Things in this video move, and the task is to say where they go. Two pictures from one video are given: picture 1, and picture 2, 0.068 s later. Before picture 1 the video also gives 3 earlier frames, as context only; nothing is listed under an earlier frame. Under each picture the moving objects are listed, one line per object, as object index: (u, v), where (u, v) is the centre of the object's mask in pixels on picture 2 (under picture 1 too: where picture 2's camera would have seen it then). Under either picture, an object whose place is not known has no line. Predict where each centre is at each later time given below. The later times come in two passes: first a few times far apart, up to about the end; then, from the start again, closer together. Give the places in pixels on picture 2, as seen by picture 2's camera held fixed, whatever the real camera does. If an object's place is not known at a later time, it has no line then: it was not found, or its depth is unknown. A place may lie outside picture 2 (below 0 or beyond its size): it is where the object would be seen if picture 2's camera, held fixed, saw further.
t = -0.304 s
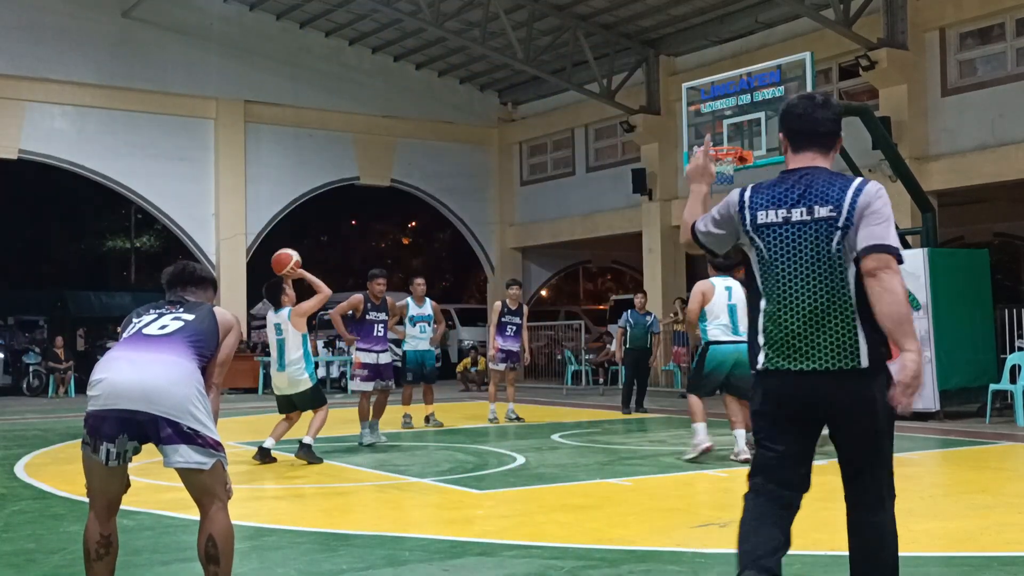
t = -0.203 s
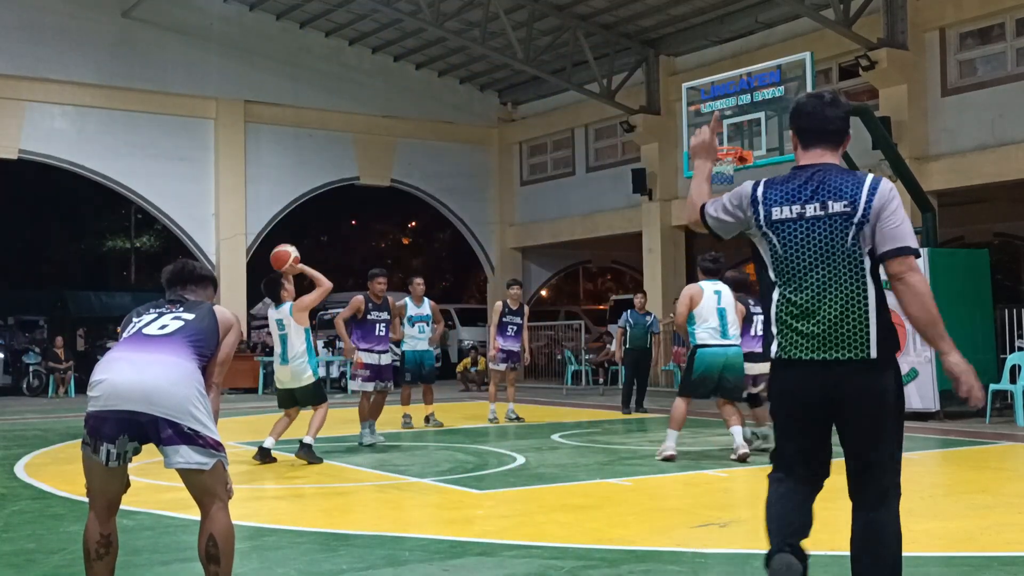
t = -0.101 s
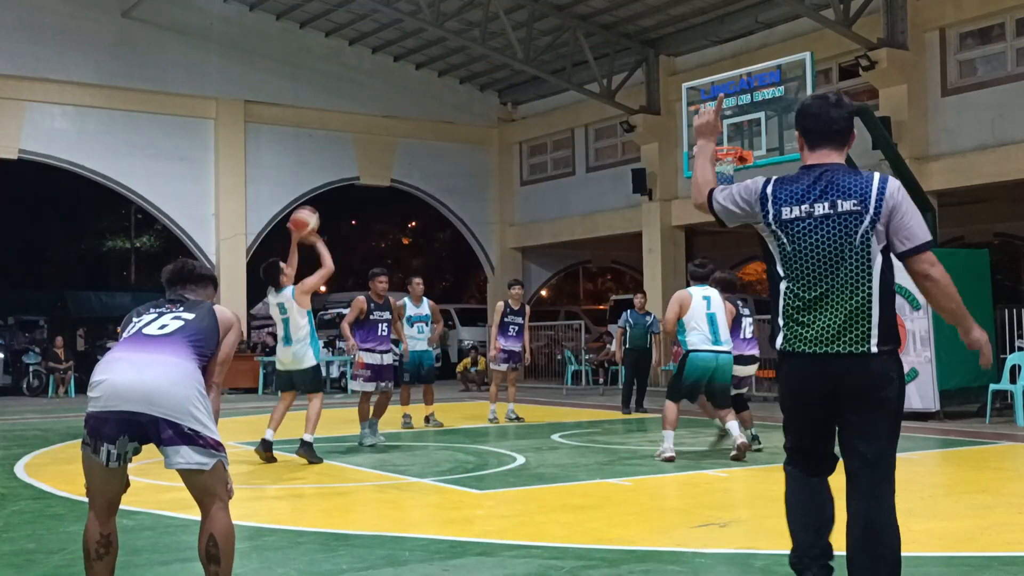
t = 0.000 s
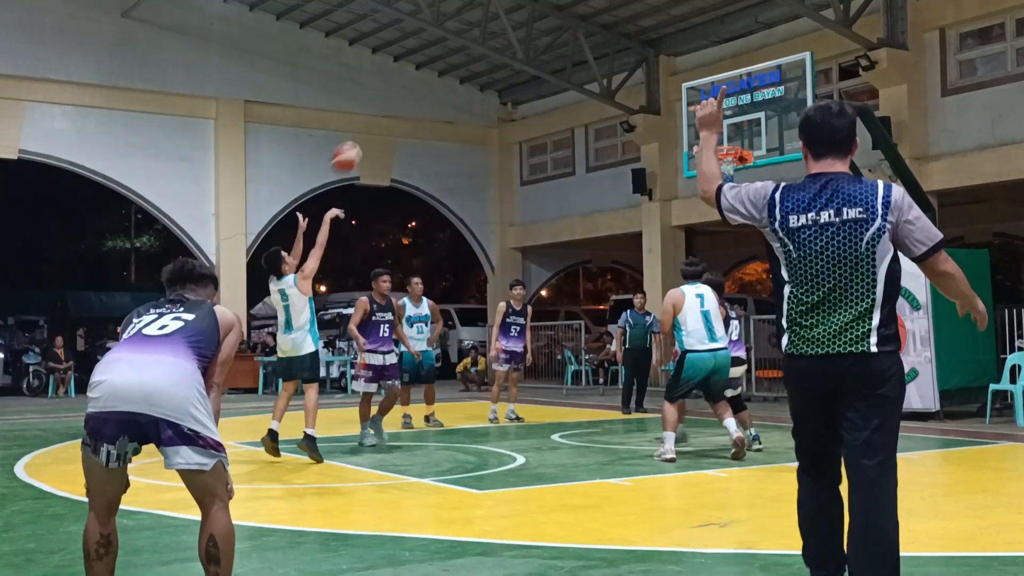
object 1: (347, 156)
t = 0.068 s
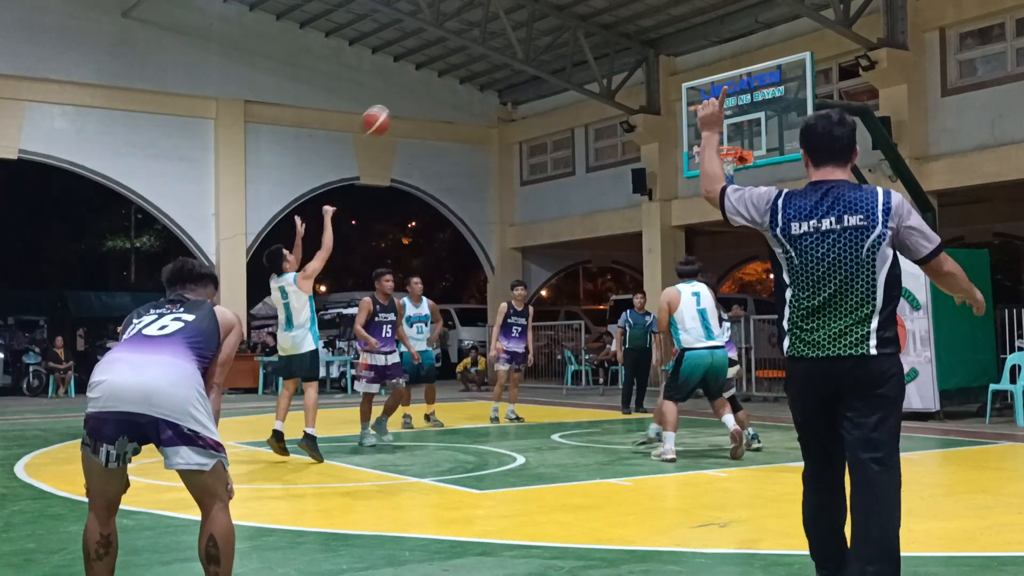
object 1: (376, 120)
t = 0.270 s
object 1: (459, 44)
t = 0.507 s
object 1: (544, 15)
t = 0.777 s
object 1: (634, 48)
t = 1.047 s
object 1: (714, 148)
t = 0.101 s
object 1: (390, 104)
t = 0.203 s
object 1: (432, 64)
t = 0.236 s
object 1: (446, 54)
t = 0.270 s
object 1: (459, 44)
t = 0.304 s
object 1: (471, 36)
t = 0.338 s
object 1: (484, 30)
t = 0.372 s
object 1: (496, 25)
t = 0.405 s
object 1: (508, 20)
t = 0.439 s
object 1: (521, 18)
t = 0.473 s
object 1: (532, 15)
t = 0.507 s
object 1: (544, 15)
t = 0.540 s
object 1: (556, 15)
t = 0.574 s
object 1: (567, 17)
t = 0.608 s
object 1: (578, 19)
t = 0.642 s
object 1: (589, 23)
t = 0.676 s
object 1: (601, 28)
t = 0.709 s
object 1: (612, 34)
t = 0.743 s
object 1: (623, 41)
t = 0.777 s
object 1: (634, 48)
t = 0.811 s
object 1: (644, 58)
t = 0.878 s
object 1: (664, 78)
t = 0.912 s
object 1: (674, 89)
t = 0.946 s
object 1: (685, 102)
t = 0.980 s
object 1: (695, 115)
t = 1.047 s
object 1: (714, 148)
